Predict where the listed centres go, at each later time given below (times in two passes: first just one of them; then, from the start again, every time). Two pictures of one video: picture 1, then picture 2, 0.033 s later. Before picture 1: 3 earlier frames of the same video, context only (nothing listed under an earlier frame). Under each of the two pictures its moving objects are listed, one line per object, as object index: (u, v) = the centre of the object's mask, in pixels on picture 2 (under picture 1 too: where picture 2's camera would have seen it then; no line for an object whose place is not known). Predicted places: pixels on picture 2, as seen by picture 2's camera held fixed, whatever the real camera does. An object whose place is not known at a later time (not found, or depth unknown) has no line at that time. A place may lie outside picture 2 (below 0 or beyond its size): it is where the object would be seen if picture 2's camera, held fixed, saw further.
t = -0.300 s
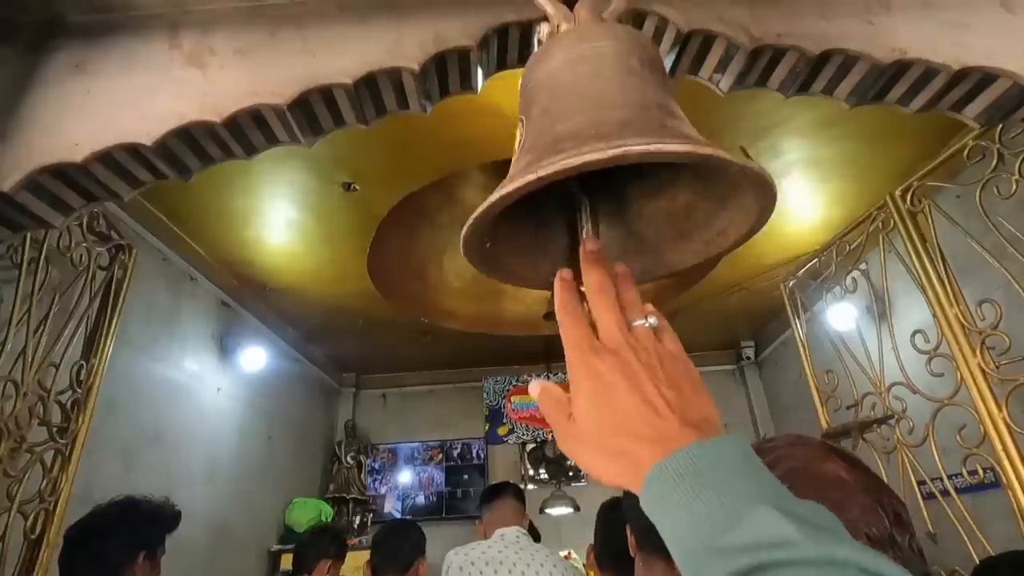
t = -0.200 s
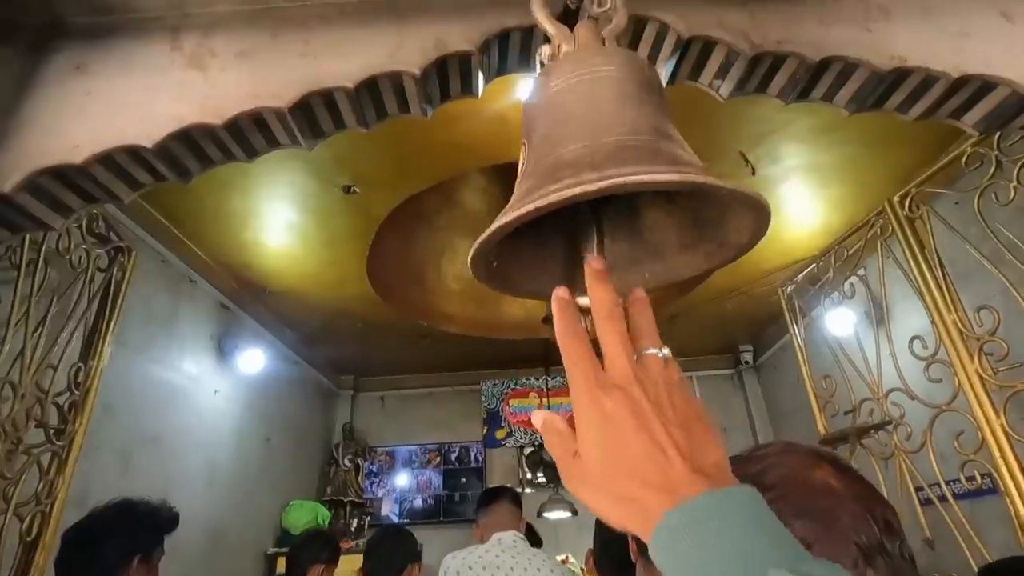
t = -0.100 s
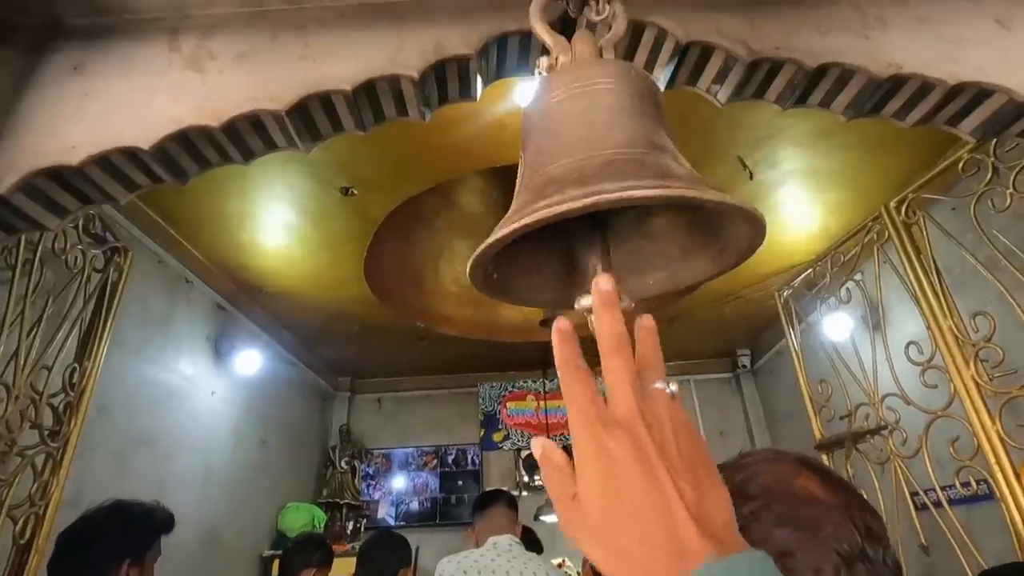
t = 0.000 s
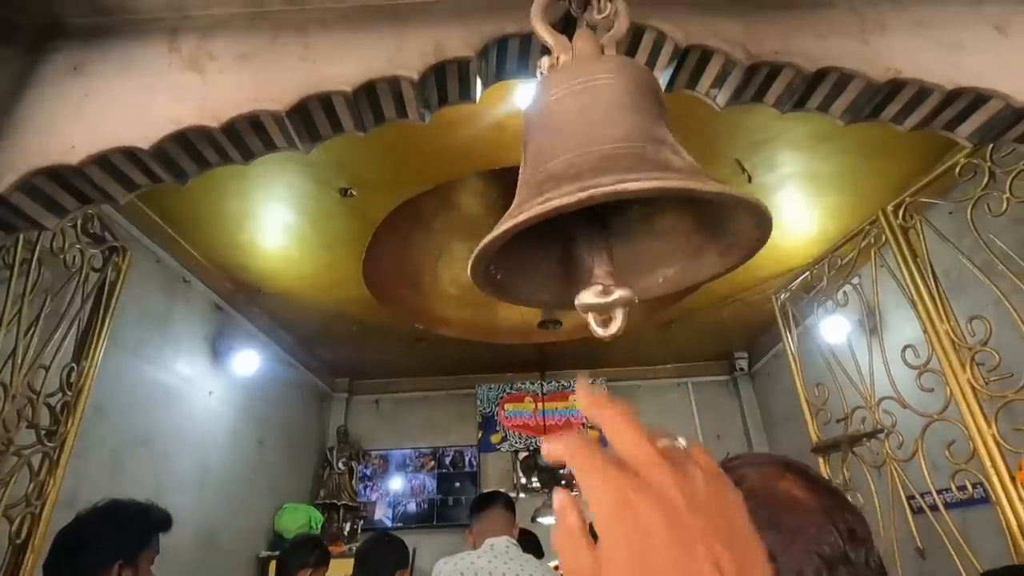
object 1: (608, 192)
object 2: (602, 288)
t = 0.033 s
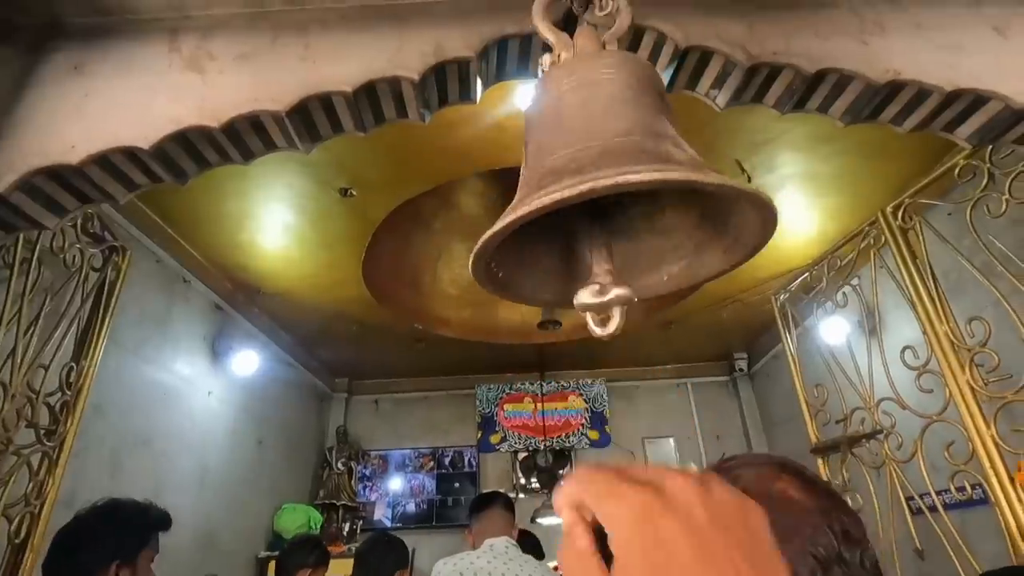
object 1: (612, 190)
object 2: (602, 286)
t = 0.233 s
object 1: (634, 159)
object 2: (614, 250)
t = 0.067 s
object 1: (615, 186)
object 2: (601, 283)
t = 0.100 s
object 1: (618, 181)
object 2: (602, 277)
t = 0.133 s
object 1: (623, 176)
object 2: (604, 273)
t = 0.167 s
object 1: (626, 170)
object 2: (606, 266)
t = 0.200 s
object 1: (630, 164)
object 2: (609, 259)
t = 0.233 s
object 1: (634, 159)
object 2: (614, 250)
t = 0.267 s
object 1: (638, 152)
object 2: (621, 243)
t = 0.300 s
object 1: (641, 146)
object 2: (625, 232)
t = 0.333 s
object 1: (644, 140)
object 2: (631, 218)
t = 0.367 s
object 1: (649, 133)
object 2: (637, 205)
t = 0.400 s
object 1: (651, 127)
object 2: (641, 194)
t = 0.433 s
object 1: (651, 121)
